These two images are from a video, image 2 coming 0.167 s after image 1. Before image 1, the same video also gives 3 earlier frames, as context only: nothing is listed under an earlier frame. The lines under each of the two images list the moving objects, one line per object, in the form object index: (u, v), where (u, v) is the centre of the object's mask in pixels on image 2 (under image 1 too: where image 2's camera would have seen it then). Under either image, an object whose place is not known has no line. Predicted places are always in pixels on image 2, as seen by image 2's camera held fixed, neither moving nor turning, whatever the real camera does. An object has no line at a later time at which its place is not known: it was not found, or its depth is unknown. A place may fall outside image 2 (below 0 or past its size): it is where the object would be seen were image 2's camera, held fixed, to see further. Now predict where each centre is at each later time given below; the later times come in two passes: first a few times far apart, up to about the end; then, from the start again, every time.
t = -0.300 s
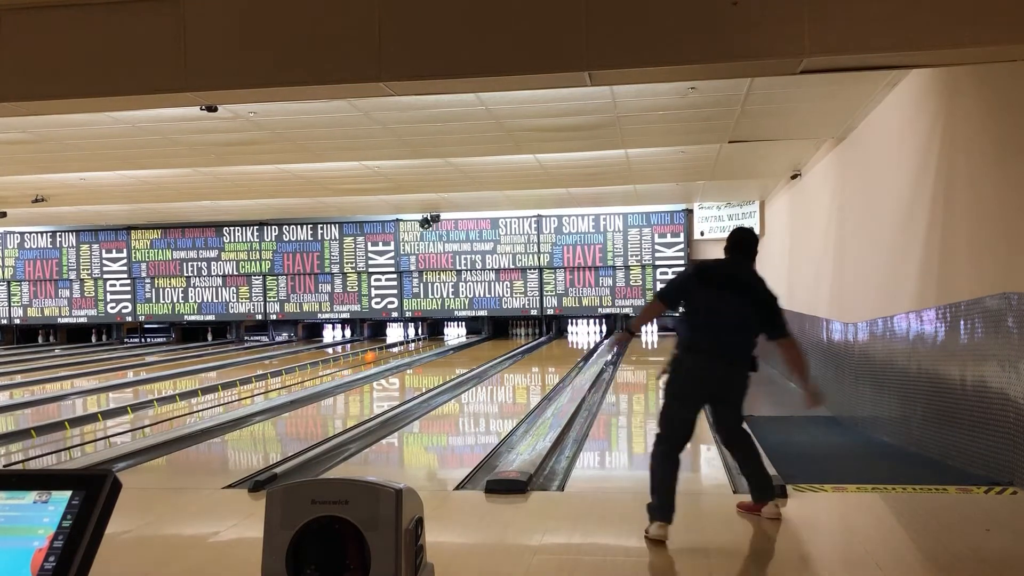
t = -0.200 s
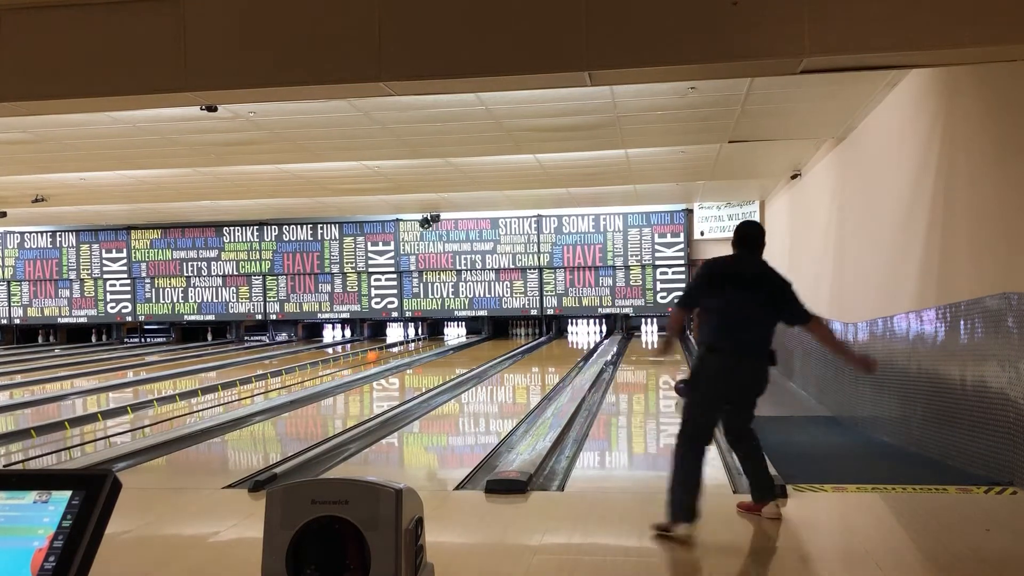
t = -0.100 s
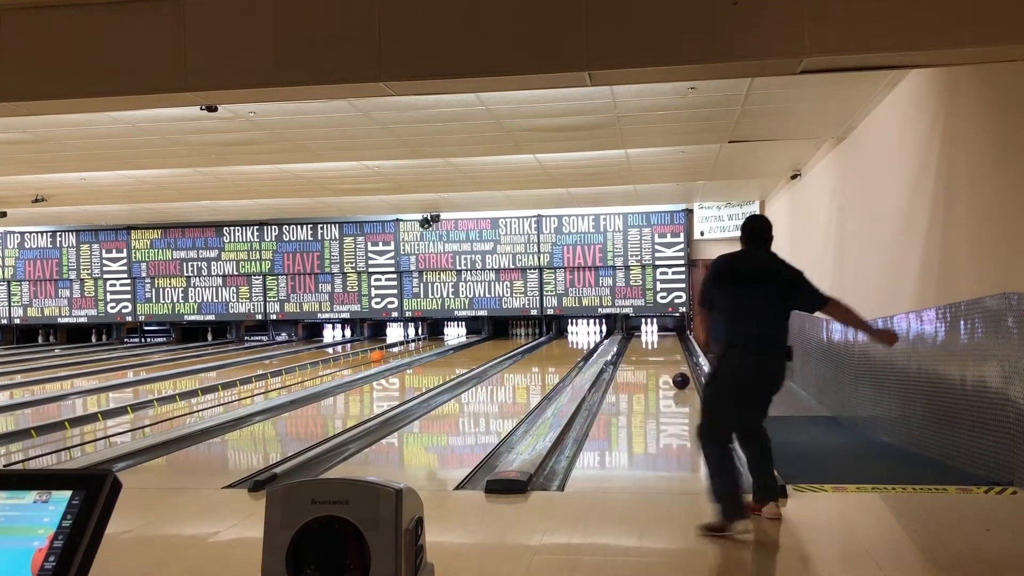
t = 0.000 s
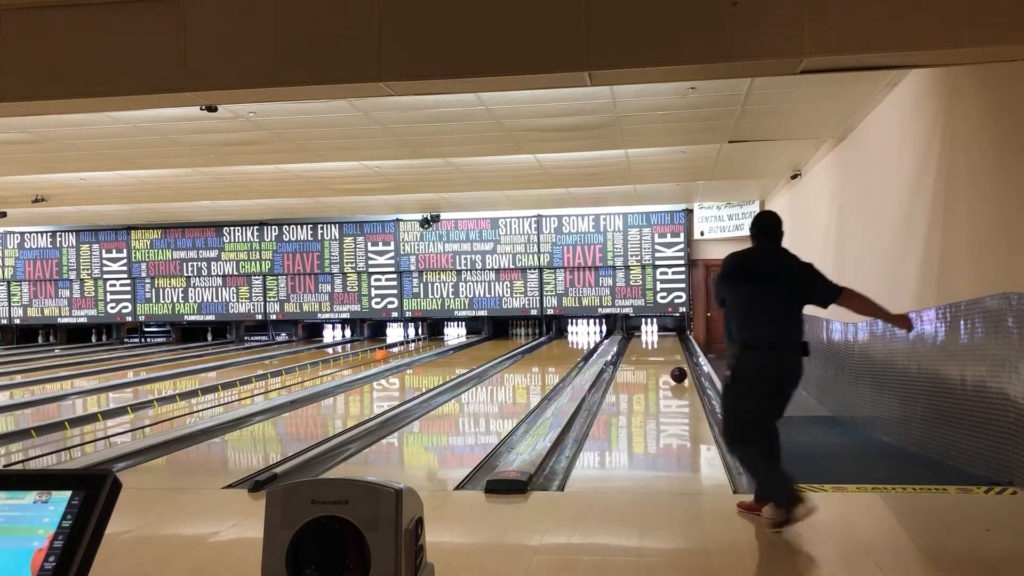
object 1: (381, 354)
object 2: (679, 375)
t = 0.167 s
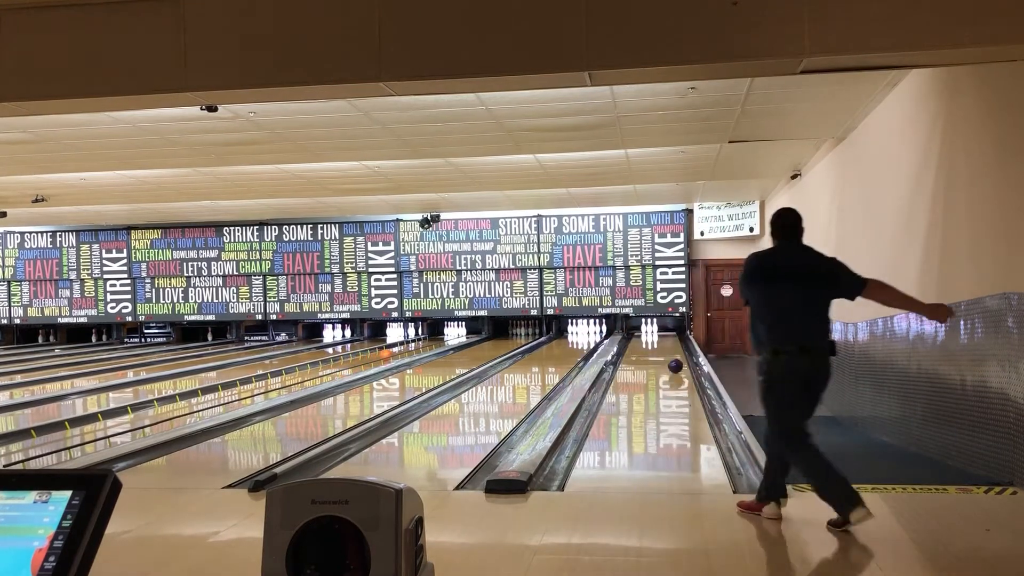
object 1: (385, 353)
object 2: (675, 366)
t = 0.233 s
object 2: (674, 363)
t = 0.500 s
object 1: (395, 351)
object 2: (670, 353)
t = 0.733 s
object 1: (400, 351)
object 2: (668, 346)
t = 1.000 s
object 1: (402, 350)
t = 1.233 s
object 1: (403, 349)
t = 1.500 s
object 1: (405, 348)
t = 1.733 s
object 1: (407, 347)
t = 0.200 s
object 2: (675, 365)
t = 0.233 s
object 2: (674, 363)
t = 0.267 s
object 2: (674, 361)
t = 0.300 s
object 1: (389, 353)
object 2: (673, 360)
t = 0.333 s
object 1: (390, 353)
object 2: (673, 359)
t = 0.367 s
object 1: (391, 353)
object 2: (672, 357)
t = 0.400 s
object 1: (391, 353)
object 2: (672, 356)
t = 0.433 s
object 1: (393, 353)
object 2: (671, 355)
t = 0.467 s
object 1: (394, 352)
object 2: (671, 354)
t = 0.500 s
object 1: (395, 351)
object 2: (670, 353)
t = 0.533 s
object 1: (396, 352)
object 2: (670, 352)
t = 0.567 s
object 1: (397, 352)
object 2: (669, 351)
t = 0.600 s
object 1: (398, 351)
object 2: (669, 350)
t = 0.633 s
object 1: (399, 352)
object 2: (669, 349)
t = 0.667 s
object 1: (399, 352)
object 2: (668, 348)
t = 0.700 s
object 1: (399, 351)
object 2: (668, 347)
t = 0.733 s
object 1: (400, 351)
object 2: (668, 346)
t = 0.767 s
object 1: (400, 350)
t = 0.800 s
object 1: (400, 350)
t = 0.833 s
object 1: (400, 350)
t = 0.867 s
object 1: (400, 350)
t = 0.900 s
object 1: (401, 350)
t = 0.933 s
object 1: (401, 350)
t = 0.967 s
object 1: (402, 350)
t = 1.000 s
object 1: (402, 350)
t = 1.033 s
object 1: (402, 350)
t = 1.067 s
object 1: (402, 350)
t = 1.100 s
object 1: (402, 349)
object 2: (664, 337)
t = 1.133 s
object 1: (403, 349)
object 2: (664, 337)
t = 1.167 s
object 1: (403, 349)
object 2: (664, 336)
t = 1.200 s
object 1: (403, 349)
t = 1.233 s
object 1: (403, 349)
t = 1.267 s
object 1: (404, 348)
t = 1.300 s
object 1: (404, 348)
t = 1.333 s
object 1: (404, 348)
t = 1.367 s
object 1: (404, 348)
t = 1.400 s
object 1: (404, 348)
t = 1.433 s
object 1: (404, 348)
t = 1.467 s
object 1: (405, 348)
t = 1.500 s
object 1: (405, 348)
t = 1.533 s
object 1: (405, 348)
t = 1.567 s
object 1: (406, 348)
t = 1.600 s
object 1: (406, 348)
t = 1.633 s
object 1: (406, 347)
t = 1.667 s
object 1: (406, 347)
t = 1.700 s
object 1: (407, 347)
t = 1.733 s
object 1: (407, 347)
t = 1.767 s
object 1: (408, 347)
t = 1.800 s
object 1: (408, 347)
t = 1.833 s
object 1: (408, 347)
